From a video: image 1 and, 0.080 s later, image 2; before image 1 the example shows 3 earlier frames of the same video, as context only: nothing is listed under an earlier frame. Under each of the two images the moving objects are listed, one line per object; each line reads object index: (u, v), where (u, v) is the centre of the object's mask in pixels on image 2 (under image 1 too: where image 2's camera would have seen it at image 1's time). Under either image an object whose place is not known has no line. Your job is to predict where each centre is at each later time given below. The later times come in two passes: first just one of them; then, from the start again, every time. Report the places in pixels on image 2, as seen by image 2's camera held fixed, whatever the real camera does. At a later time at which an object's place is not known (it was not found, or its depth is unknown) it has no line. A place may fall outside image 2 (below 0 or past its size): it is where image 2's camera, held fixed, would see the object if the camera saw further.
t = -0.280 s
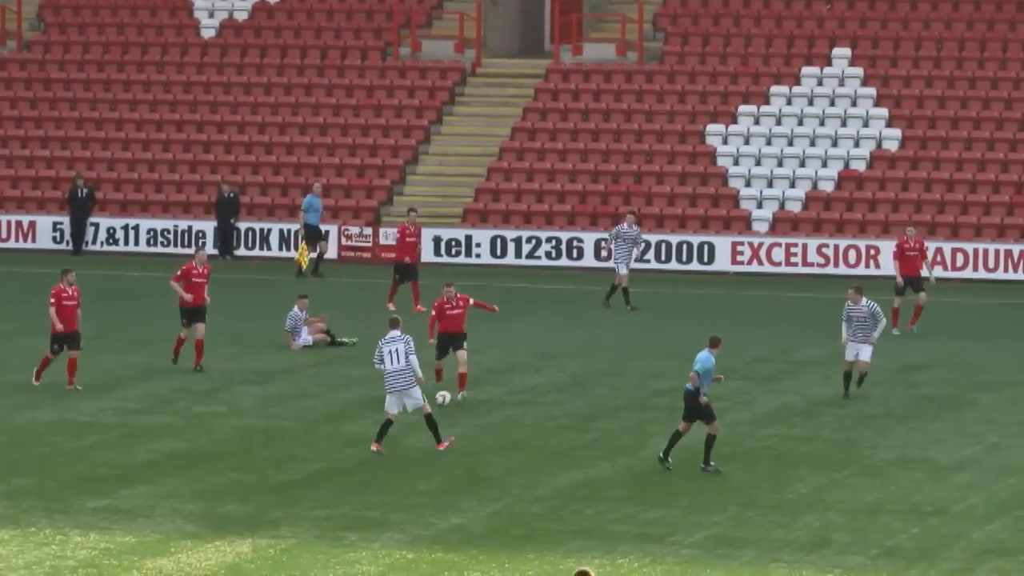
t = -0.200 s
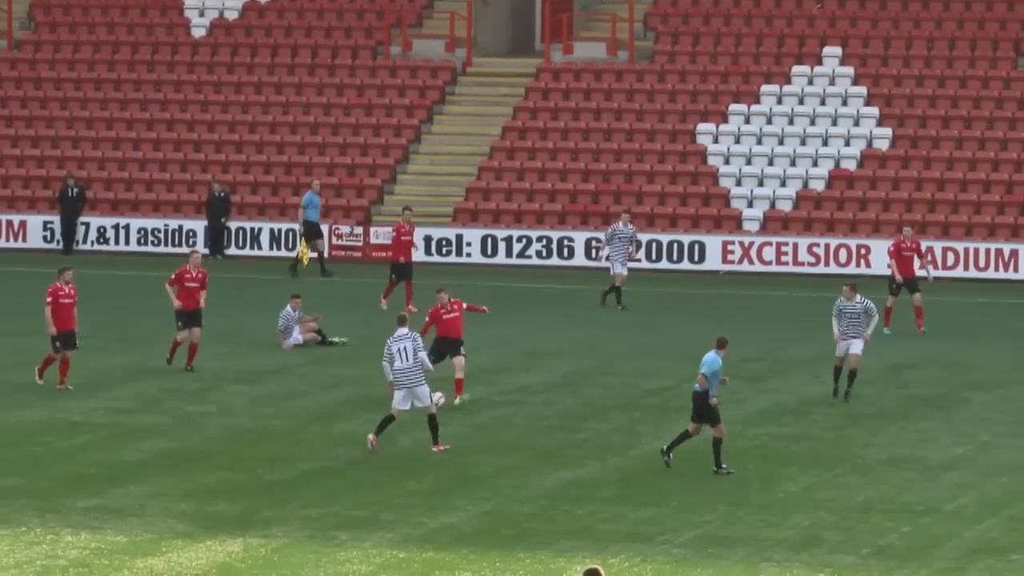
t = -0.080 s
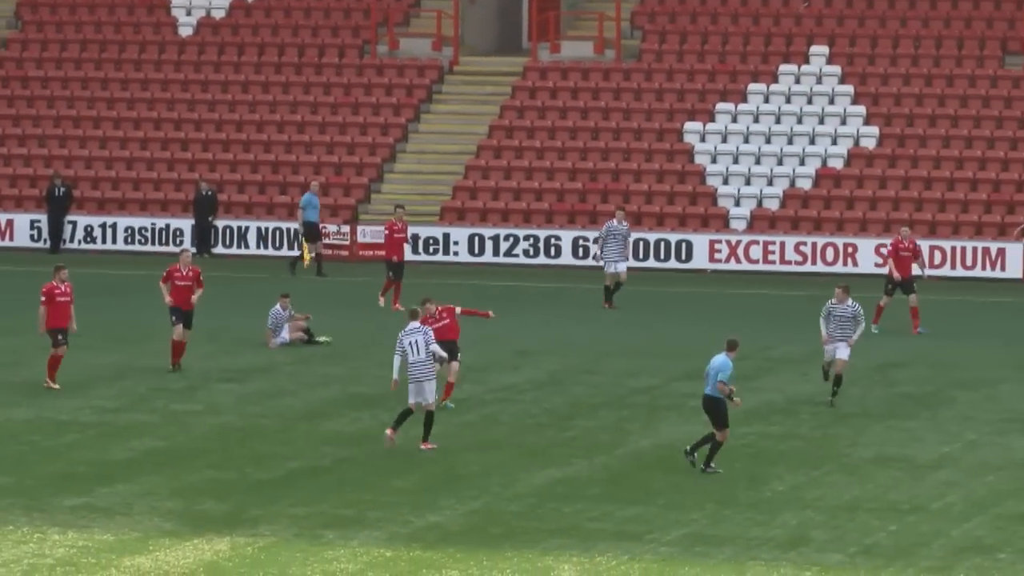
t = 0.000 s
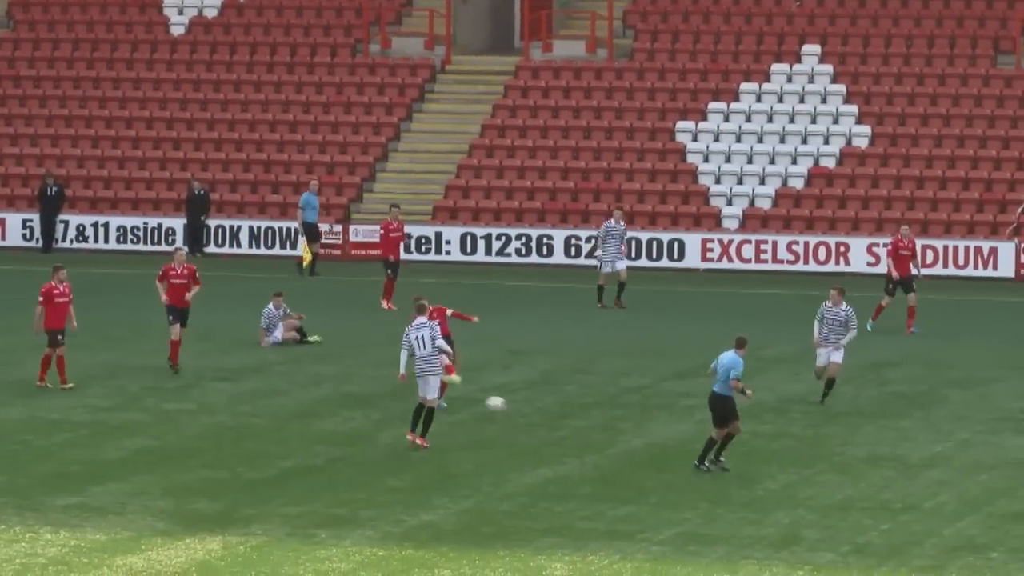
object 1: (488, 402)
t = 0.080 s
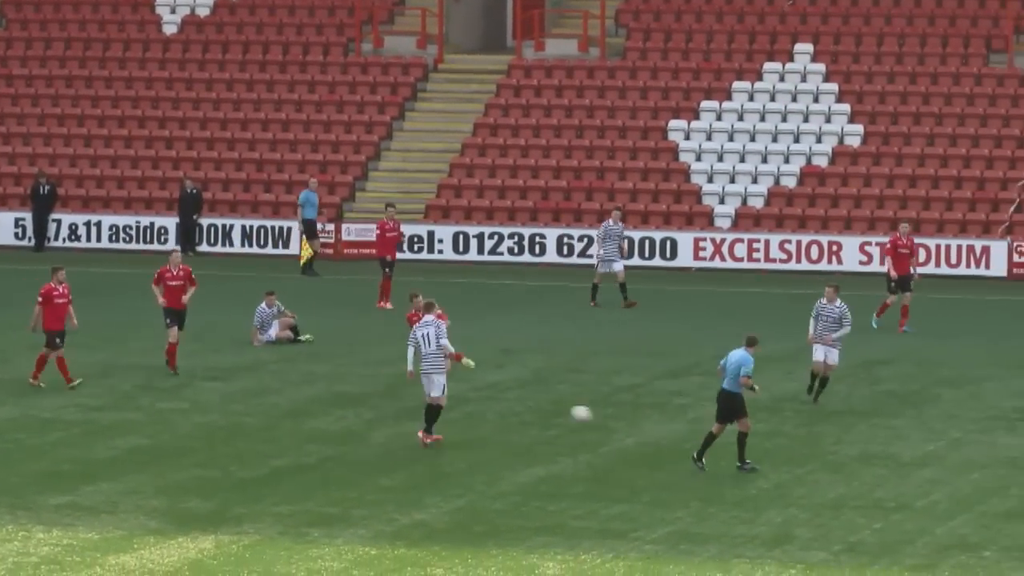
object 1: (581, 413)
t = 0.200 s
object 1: (726, 435)
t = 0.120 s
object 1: (629, 421)
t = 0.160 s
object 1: (678, 432)
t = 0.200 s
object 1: (726, 435)
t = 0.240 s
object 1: (779, 439)
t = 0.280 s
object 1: (824, 441)
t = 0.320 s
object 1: (875, 446)
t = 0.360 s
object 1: (926, 453)
